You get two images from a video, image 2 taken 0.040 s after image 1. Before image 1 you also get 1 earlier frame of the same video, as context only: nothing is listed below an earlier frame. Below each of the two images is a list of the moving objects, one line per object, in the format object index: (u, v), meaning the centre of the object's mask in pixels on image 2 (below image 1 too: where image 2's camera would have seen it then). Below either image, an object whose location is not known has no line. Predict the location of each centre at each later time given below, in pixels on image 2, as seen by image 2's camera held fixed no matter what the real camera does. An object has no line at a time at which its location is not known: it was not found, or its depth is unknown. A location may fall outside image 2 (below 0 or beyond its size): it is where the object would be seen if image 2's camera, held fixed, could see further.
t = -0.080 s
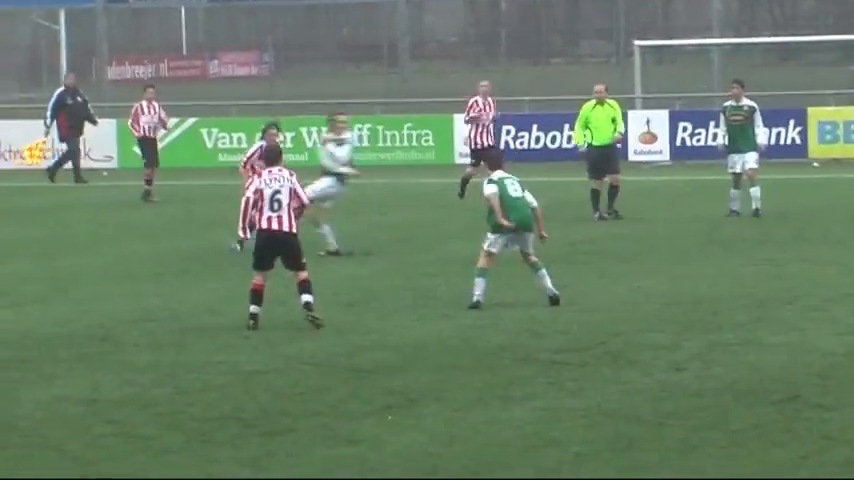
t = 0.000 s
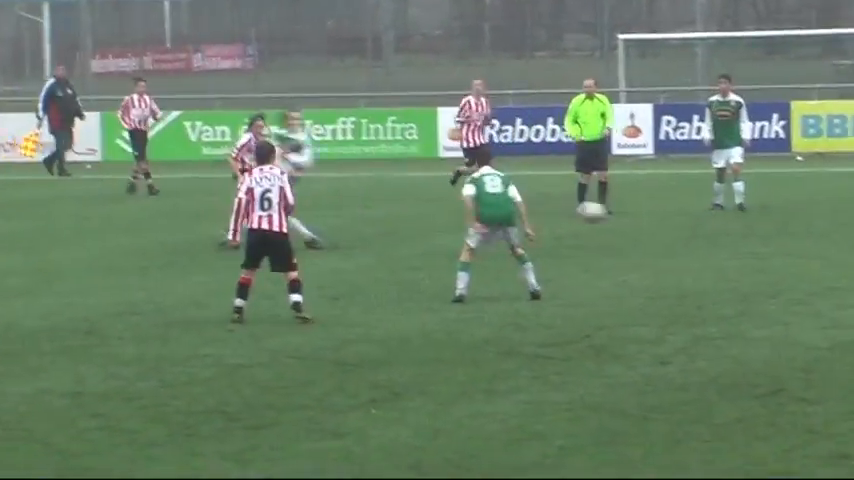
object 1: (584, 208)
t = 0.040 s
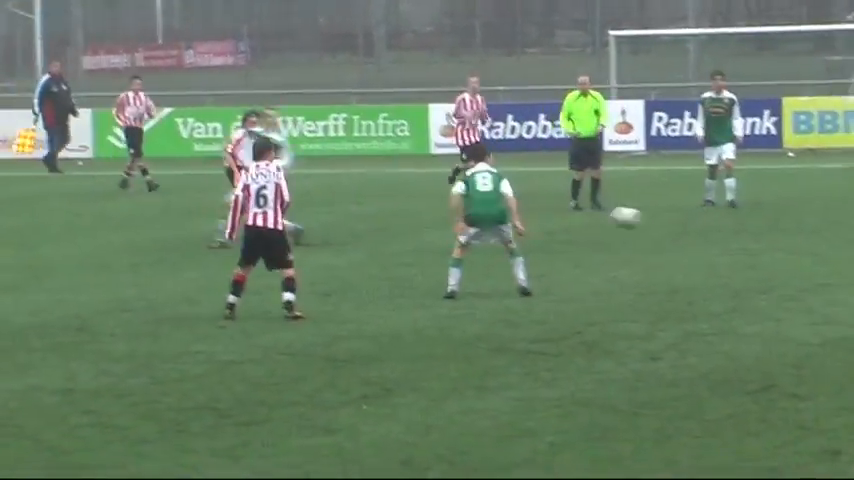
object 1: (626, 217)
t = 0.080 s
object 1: (669, 226)
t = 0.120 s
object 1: (711, 239)
